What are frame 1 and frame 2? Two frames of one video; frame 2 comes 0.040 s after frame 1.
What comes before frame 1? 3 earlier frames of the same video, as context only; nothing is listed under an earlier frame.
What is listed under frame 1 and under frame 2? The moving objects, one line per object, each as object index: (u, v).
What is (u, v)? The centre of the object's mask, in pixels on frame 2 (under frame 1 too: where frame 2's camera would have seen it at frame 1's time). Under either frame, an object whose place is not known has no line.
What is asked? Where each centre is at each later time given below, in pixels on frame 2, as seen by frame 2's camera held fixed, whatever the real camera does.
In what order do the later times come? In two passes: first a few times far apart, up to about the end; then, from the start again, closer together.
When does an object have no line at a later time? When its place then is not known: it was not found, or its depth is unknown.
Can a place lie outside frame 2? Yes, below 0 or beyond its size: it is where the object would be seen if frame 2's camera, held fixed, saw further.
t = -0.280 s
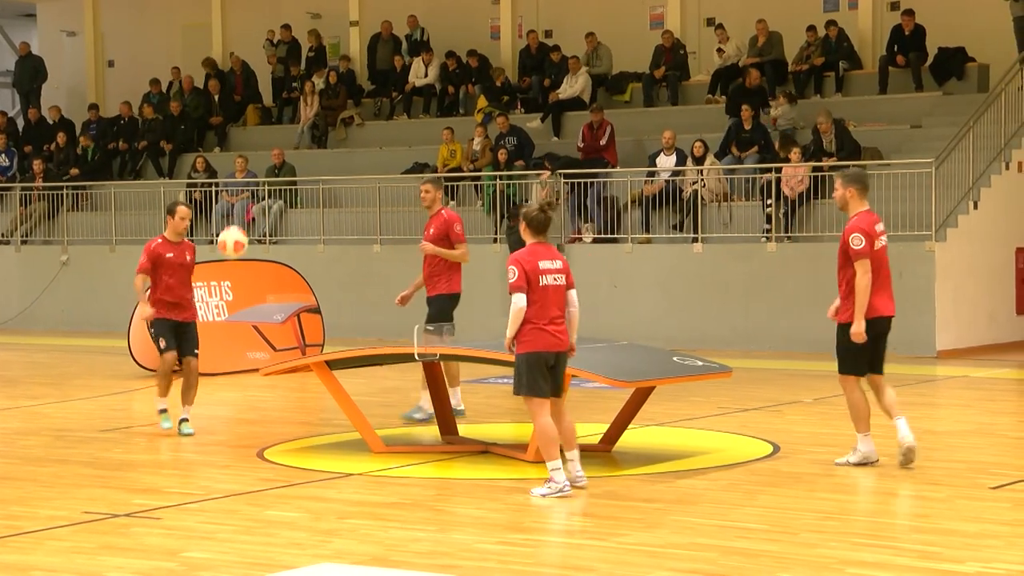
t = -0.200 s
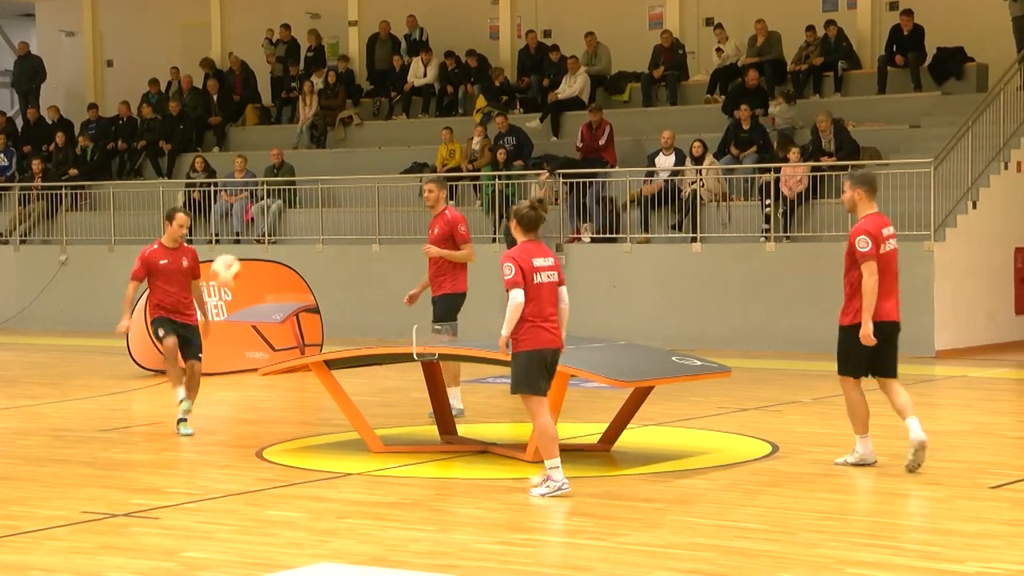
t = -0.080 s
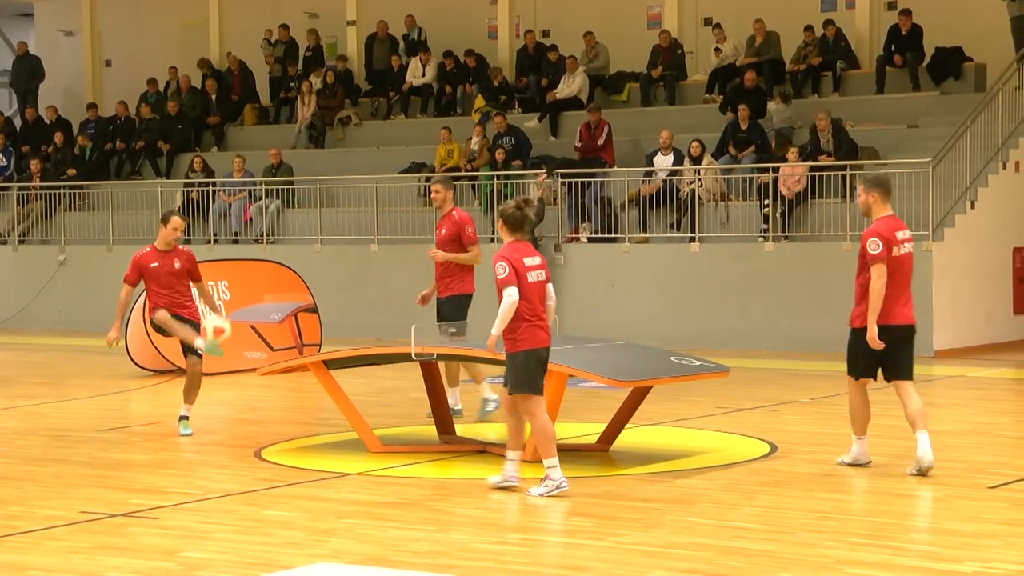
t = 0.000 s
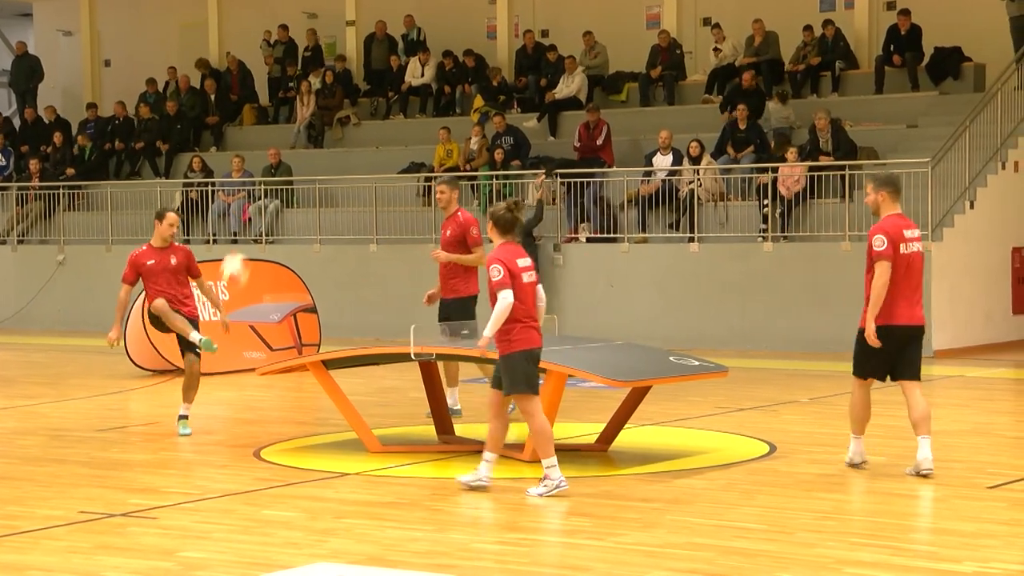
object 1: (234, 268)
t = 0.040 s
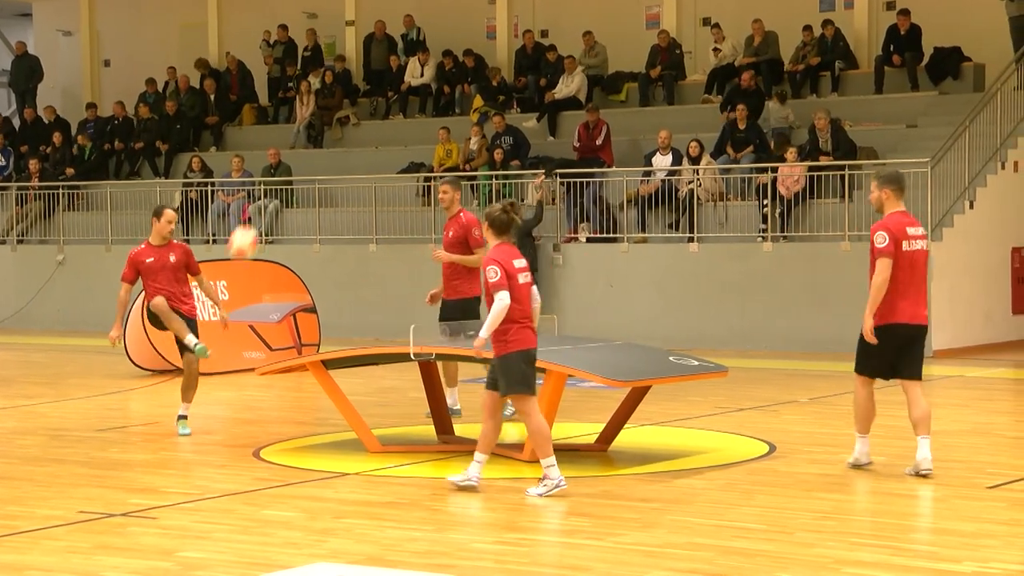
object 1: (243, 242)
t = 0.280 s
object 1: (302, 122)
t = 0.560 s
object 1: (370, 79)
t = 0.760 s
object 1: (419, 109)
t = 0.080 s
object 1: (253, 217)
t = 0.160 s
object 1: (273, 171)
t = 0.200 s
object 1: (283, 153)
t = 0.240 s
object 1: (292, 136)
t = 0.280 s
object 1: (302, 122)
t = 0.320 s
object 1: (312, 110)
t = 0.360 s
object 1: (322, 99)
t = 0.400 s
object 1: (332, 91)
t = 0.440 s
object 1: (341, 85)
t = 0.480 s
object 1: (351, 81)
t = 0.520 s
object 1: (361, 79)
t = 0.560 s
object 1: (370, 79)
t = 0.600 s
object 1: (380, 81)
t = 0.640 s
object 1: (390, 85)
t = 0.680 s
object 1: (400, 91)
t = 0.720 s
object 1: (409, 99)
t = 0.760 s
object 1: (419, 109)
